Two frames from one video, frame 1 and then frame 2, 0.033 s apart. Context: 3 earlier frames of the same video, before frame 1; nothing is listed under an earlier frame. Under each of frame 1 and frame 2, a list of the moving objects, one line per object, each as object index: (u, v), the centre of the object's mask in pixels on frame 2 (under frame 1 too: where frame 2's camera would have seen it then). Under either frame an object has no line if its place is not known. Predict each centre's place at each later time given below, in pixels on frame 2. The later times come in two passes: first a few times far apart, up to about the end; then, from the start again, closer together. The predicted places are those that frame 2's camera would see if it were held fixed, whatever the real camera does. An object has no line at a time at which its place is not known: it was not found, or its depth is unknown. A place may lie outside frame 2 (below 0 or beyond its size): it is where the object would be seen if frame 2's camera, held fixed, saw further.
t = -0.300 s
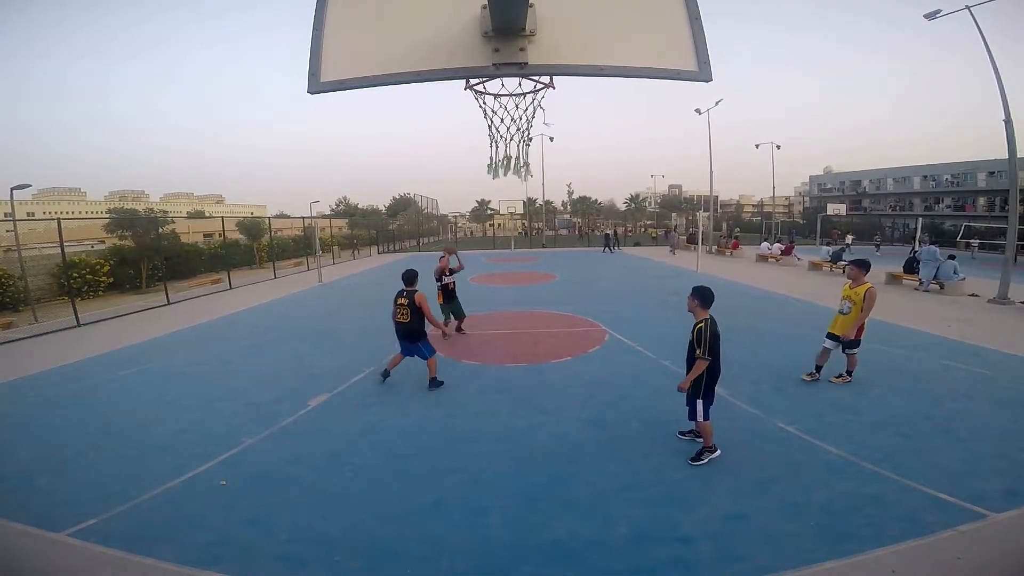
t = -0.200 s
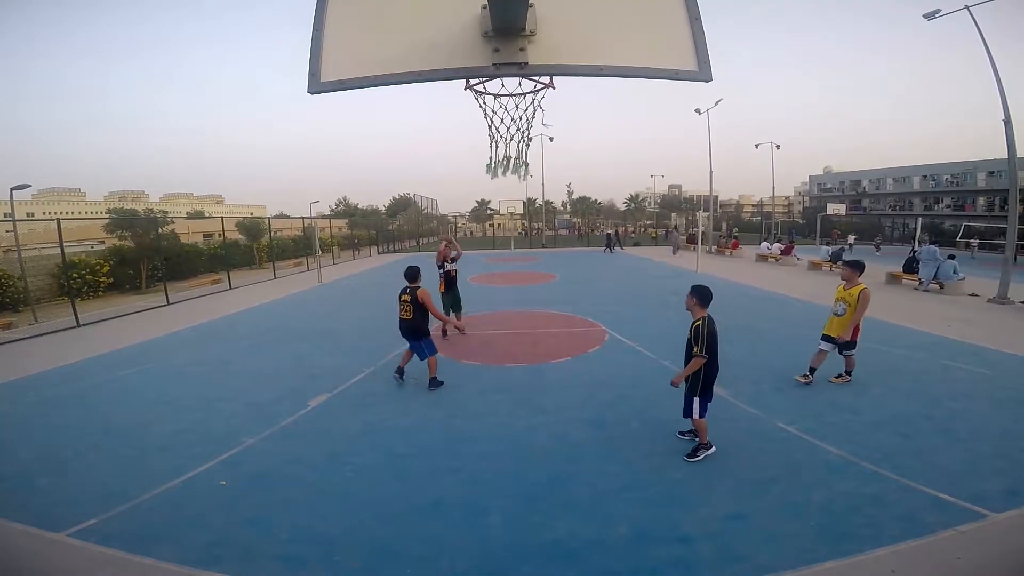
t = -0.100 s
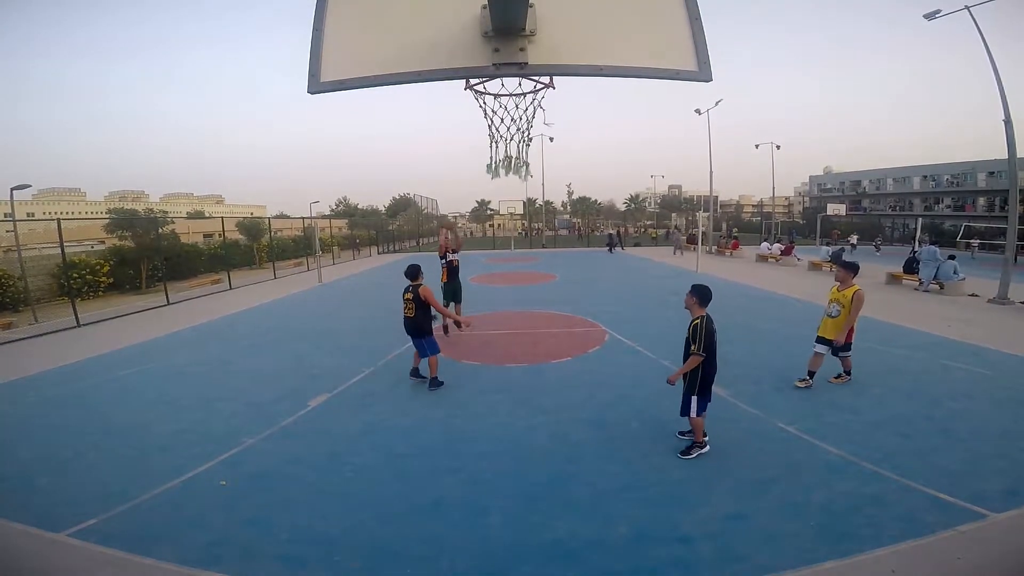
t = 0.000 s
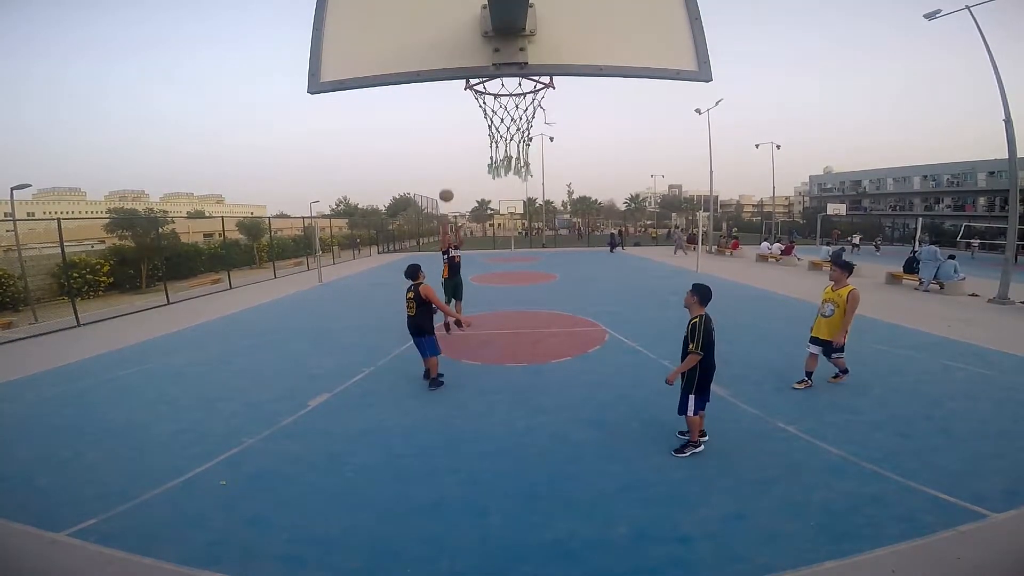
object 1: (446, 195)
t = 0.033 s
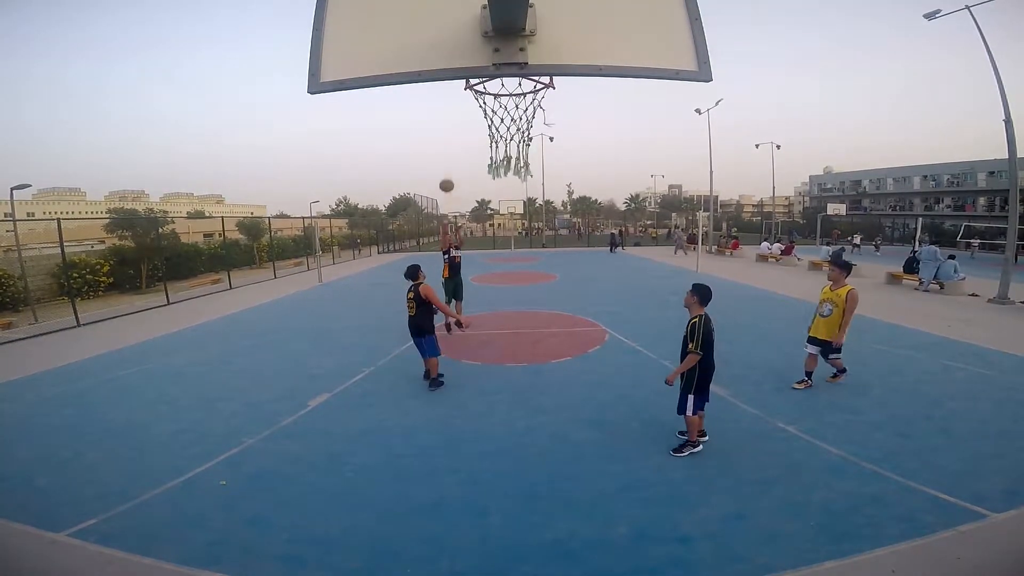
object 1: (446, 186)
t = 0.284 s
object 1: (453, 119)
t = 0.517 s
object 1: (460, 82)
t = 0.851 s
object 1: (495, 79)
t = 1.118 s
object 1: (497, 122)
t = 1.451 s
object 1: (498, 191)
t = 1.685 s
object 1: (502, 328)
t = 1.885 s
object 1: (507, 457)
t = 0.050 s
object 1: (447, 180)
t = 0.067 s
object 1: (447, 176)
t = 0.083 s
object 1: (447, 171)
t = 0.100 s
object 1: (447, 166)
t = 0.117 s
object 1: (448, 162)
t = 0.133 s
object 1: (448, 157)
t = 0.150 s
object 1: (449, 153)
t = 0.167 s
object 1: (449, 148)
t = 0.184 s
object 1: (449, 144)
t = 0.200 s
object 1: (450, 139)
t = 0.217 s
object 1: (450, 135)
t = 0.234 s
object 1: (451, 131)
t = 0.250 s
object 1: (451, 127)
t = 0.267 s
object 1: (452, 123)
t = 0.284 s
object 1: (453, 119)
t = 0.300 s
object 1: (453, 115)
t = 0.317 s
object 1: (454, 112)
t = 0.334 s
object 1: (454, 108)
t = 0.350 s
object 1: (455, 105)
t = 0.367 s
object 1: (456, 101)
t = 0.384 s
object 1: (456, 98)
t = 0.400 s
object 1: (457, 95)
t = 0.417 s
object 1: (458, 92)
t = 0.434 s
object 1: (458, 89)
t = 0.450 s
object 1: (458, 87)
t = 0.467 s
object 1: (459, 85)
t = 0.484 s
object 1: (459, 84)
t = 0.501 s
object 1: (459, 83)
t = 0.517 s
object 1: (460, 82)
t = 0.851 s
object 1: (495, 79)
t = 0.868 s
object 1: (498, 80)
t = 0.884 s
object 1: (501, 81)
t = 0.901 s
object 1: (503, 83)
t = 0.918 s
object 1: (505, 85)
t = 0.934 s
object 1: (507, 85)
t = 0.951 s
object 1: (510, 84)
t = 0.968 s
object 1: (513, 85)
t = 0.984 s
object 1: (516, 85)
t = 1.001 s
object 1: (516, 86)
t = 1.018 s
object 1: (512, 91)
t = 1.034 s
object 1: (509, 93)
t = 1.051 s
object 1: (506, 99)
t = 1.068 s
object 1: (503, 107)
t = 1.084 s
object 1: (500, 114)
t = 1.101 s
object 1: (498, 119)
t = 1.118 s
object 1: (497, 122)
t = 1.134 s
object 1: (497, 122)
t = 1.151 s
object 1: (496, 123)
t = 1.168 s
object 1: (497, 123)
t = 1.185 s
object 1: (497, 124)
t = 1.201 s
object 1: (497, 125)
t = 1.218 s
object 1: (497, 128)
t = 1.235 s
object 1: (497, 130)
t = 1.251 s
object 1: (497, 132)
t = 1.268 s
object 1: (497, 135)
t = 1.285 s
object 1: (497, 138)
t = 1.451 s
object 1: (498, 191)
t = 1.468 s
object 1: (498, 199)
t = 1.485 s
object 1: (498, 207)
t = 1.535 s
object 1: (500, 233)
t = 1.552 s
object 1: (501, 243)
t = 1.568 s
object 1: (501, 253)
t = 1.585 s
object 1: (501, 263)
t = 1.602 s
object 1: (501, 273)
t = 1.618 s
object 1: (501, 284)
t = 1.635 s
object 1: (501, 294)
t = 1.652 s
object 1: (502, 306)
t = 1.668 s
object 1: (502, 317)
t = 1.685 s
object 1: (502, 328)
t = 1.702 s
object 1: (502, 340)
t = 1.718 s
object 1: (503, 352)
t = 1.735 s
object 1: (504, 362)
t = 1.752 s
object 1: (504, 373)
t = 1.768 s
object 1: (504, 385)
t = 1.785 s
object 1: (505, 395)
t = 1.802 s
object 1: (505, 405)
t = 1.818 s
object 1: (506, 417)
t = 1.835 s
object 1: (506, 428)
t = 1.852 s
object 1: (506, 438)
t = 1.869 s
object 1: (507, 447)
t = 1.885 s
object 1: (507, 457)
